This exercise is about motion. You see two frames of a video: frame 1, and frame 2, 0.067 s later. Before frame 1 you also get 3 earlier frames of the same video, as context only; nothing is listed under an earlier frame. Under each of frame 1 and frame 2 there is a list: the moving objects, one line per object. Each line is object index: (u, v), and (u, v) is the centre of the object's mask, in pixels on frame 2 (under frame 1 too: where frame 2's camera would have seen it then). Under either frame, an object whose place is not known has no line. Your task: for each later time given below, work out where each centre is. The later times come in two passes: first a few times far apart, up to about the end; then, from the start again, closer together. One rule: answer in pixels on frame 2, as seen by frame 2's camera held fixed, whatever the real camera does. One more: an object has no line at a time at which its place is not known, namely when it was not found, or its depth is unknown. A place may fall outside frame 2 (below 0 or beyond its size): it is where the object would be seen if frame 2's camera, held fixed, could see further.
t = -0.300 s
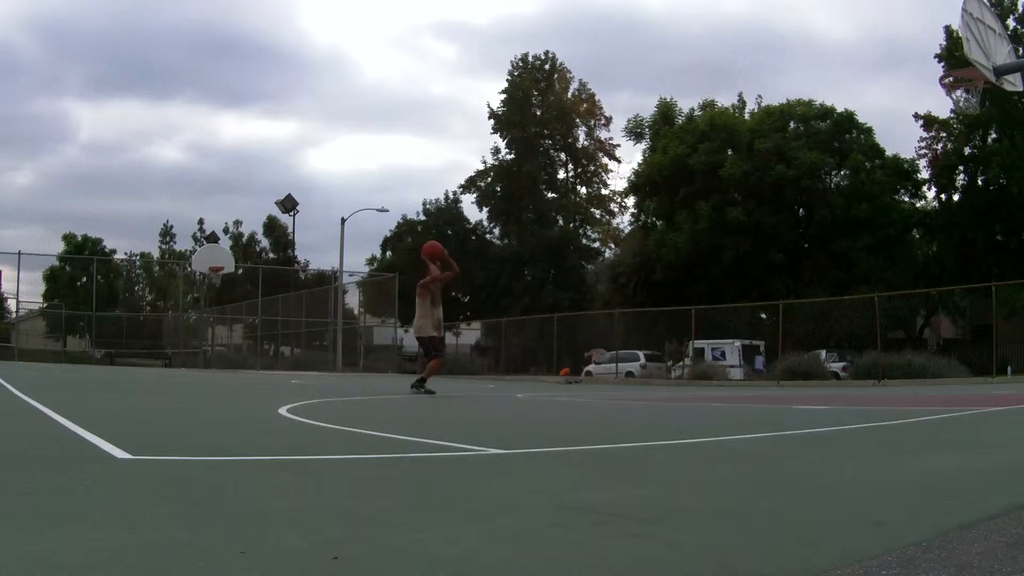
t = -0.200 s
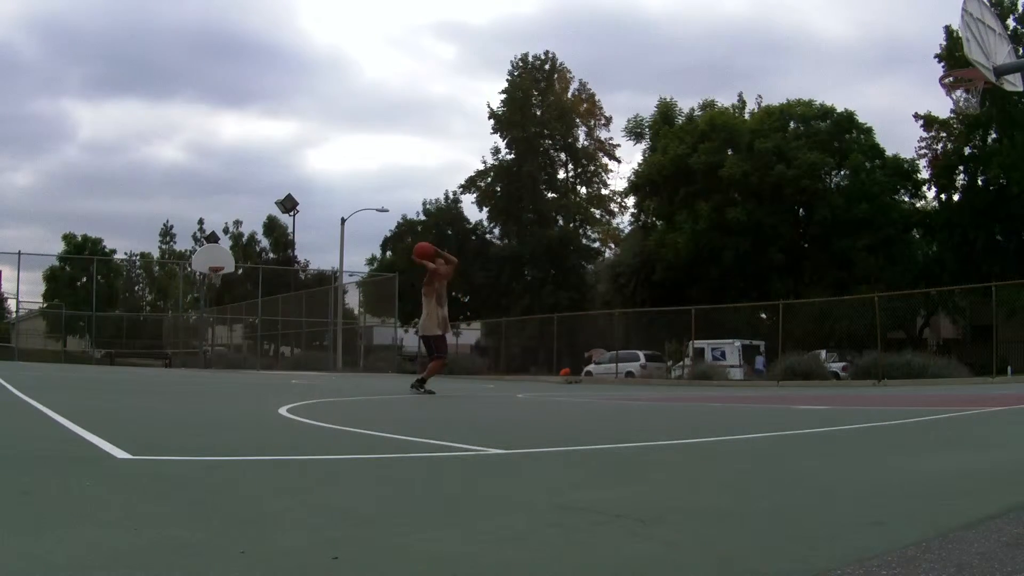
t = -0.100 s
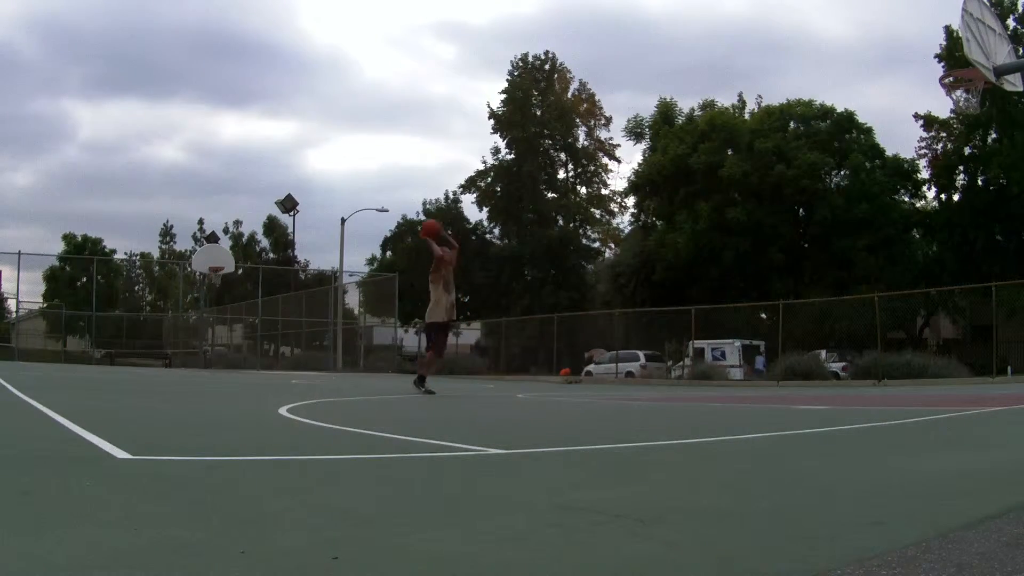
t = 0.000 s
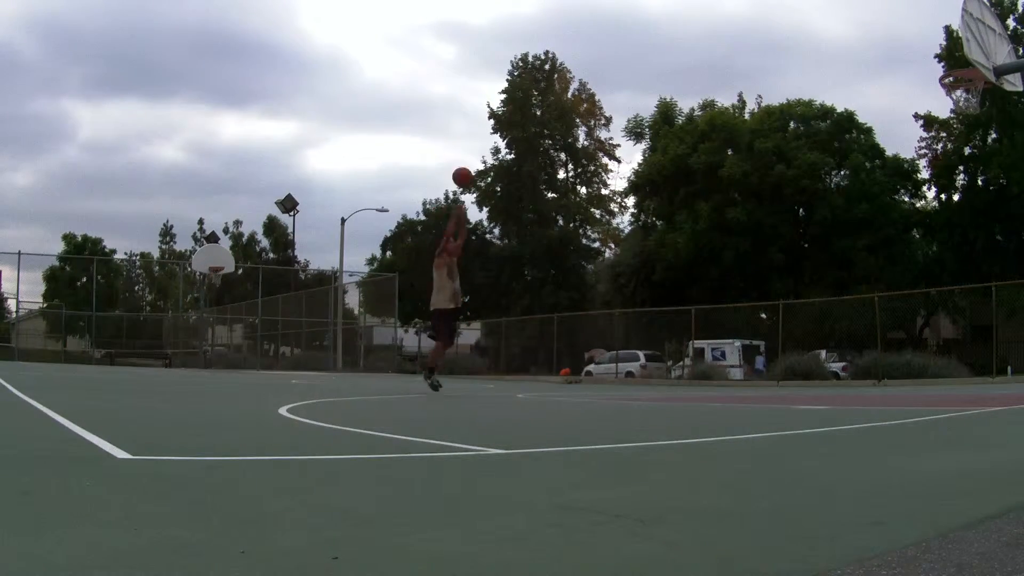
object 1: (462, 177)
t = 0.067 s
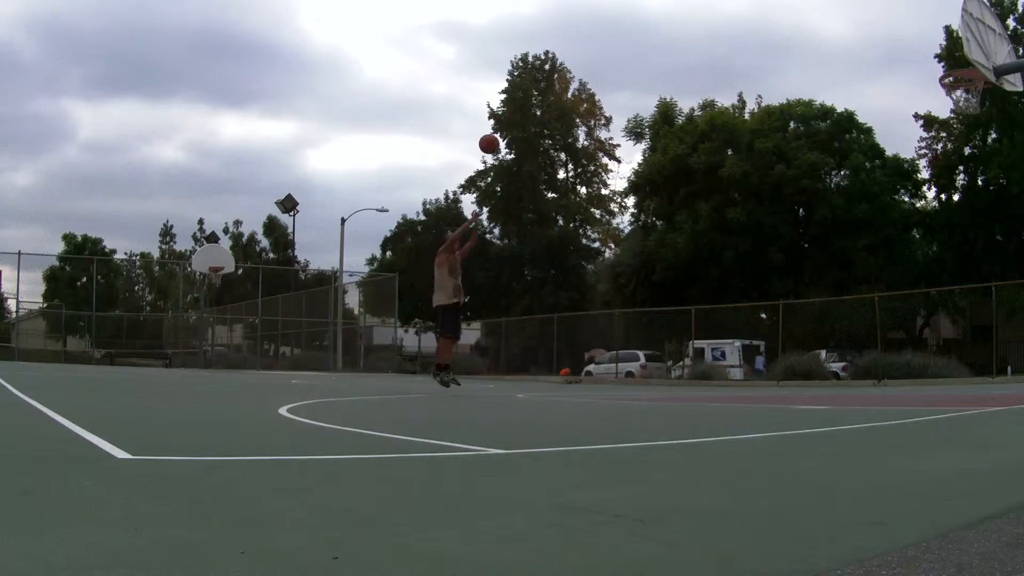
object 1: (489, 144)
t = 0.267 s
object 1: (573, 64)
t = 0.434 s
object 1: (647, 20)
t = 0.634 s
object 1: (742, 4)
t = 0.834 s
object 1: (845, 12)
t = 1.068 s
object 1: (973, 87)
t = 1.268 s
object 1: (947, 110)
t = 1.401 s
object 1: (930, 133)
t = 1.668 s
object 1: (900, 238)
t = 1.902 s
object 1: (870, 388)
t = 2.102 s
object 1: (857, 302)
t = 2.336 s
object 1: (840, 256)
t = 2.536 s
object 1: (828, 261)
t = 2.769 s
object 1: (816, 313)
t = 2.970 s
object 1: (807, 383)
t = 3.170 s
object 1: (799, 329)
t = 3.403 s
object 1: (791, 317)
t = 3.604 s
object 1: (784, 342)
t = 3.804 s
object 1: (777, 380)
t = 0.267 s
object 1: (573, 64)
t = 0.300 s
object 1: (588, 53)
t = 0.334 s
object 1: (603, 44)
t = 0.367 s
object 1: (617, 35)
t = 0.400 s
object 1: (632, 27)
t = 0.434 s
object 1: (647, 20)
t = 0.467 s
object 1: (663, 14)
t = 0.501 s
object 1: (678, 9)
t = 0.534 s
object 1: (694, 7)
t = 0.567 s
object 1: (710, 6)
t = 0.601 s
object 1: (726, 5)
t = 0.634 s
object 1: (742, 4)
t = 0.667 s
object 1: (759, 4)
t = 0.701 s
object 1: (776, 4)
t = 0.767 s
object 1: (810, 6)
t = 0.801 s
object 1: (827, 8)
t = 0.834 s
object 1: (845, 12)
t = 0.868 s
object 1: (862, 19)
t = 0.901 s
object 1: (880, 26)
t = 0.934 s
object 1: (899, 35)
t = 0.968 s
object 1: (917, 45)
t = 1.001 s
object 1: (936, 57)
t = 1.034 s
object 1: (956, 63)
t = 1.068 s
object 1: (973, 87)
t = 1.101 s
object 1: (971, 96)
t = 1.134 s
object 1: (966, 101)
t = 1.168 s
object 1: (960, 106)
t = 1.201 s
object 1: (955, 105)
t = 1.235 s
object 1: (951, 107)
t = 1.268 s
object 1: (947, 110)
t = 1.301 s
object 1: (942, 115)
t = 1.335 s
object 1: (938, 119)
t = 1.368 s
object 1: (933, 126)
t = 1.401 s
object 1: (930, 133)
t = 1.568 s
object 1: (911, 190)
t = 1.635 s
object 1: (903, 220)
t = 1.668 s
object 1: (900, 238)
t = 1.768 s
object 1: (888, 299)
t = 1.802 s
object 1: (883, 323)
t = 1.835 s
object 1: (878, 346)
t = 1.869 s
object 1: (874, 371)
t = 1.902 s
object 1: (870, 388)
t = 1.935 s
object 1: (868, 370)
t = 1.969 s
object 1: (865, 354)
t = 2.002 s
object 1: (863, 339)
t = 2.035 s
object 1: (860, 325)
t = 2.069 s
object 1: (858, 313)
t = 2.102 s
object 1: (857, 302)
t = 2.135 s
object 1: (854, 293)
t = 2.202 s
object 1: (849, 276)
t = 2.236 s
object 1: (846, 269)
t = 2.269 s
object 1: (844, 264)
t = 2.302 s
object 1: (842, 260)
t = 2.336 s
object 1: (840, 256)
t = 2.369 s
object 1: (838, 254)
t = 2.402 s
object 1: (835, 254)
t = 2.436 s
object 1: (833, 254)
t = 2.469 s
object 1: (832, 256)
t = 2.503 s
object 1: (830, 258)
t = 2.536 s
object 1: (828, 261)
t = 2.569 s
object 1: (826, 264)
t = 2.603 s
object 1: (825, 269)
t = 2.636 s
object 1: (822, 277)
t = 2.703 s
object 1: (819, 293)
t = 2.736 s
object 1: (818, 303)
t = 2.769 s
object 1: (816, 313)
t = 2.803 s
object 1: (815, 325)
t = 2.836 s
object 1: (813, 339)
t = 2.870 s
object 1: (811, 352)
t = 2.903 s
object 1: (810, 365)
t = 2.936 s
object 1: (808, 382)
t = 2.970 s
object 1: (807, 383)
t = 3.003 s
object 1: (805, 371)
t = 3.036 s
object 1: (804, 362)
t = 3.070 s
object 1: (803, 352)
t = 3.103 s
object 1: (801, 343)
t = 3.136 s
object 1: (800, 335)
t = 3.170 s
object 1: (799, 329)
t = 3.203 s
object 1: (797, 324)
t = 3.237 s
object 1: (796, 320)
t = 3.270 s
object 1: (795, 319)
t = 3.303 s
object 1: (794, 317)
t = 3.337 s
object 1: (793, 316)
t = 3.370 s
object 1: (792, 316)
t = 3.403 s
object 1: (791, 317)
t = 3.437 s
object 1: (789, 319)
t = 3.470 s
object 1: (788, 321)
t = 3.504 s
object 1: (786, 326)
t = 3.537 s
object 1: (786, 331)
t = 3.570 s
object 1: (784, 334)
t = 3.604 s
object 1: (784, 342)
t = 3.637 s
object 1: (782, 349)
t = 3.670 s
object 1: (782, 357)
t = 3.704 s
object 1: (780, 366)
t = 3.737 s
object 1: (779, 376)
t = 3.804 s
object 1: (777, 380)
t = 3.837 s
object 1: (777, 372)
